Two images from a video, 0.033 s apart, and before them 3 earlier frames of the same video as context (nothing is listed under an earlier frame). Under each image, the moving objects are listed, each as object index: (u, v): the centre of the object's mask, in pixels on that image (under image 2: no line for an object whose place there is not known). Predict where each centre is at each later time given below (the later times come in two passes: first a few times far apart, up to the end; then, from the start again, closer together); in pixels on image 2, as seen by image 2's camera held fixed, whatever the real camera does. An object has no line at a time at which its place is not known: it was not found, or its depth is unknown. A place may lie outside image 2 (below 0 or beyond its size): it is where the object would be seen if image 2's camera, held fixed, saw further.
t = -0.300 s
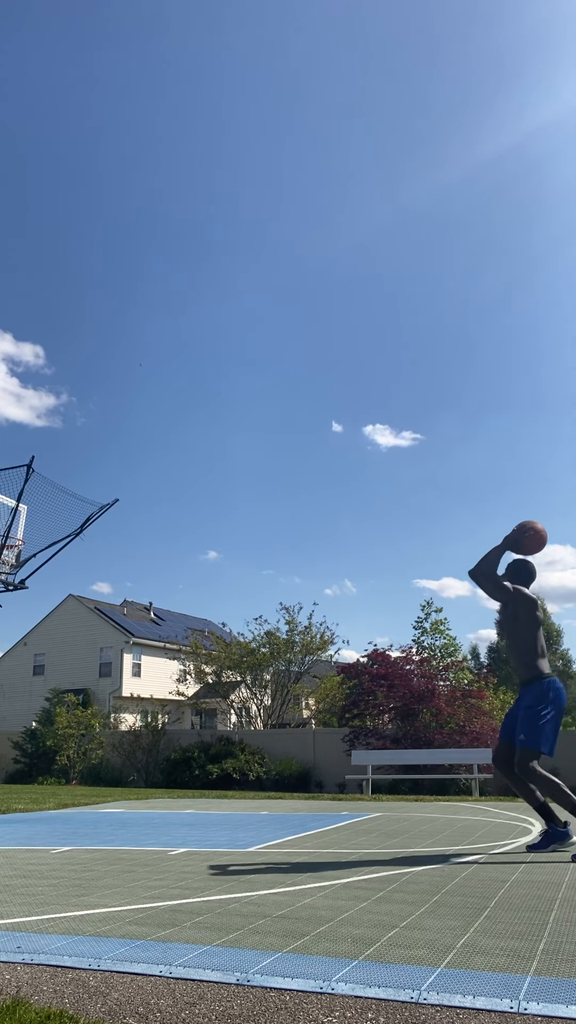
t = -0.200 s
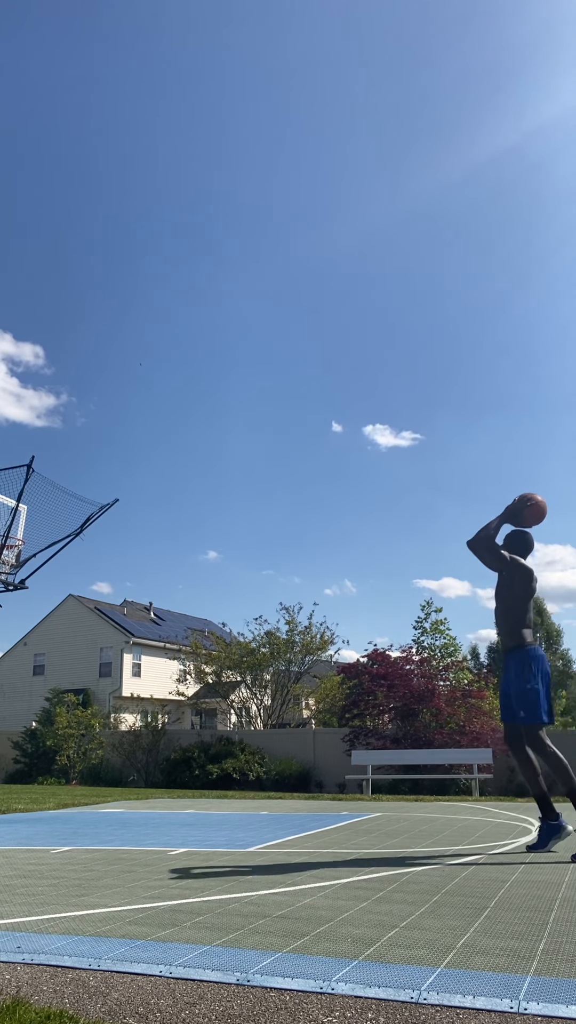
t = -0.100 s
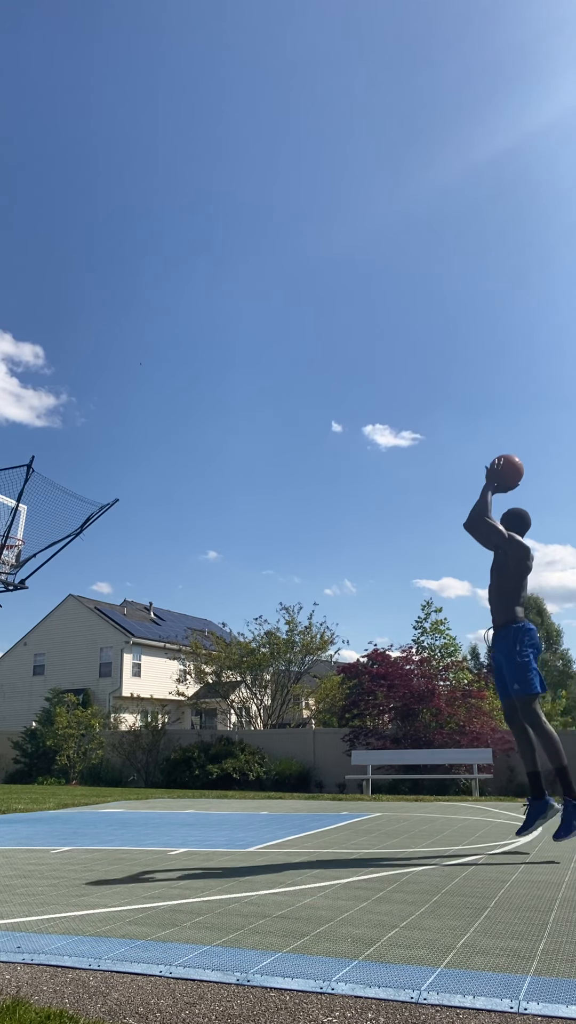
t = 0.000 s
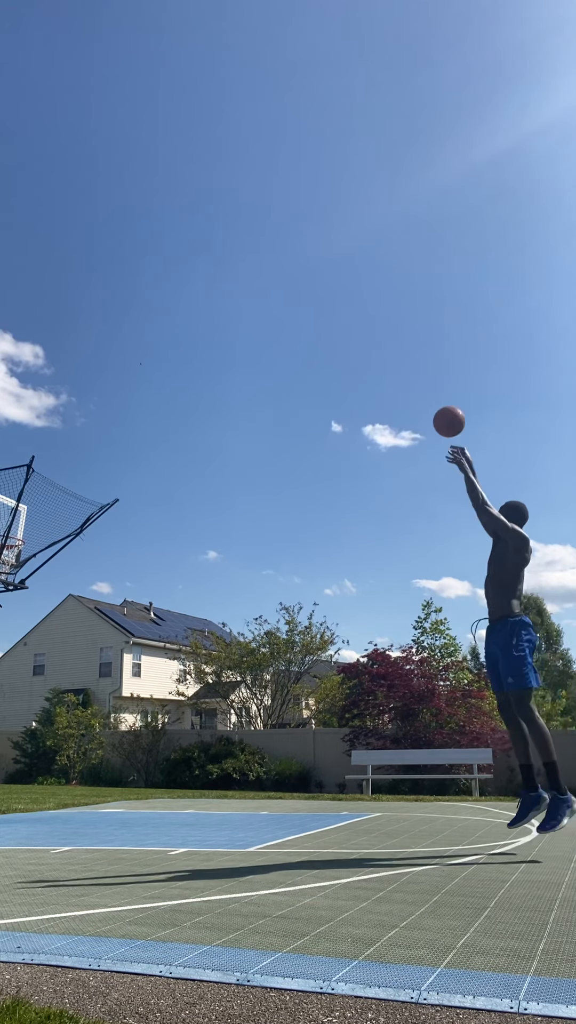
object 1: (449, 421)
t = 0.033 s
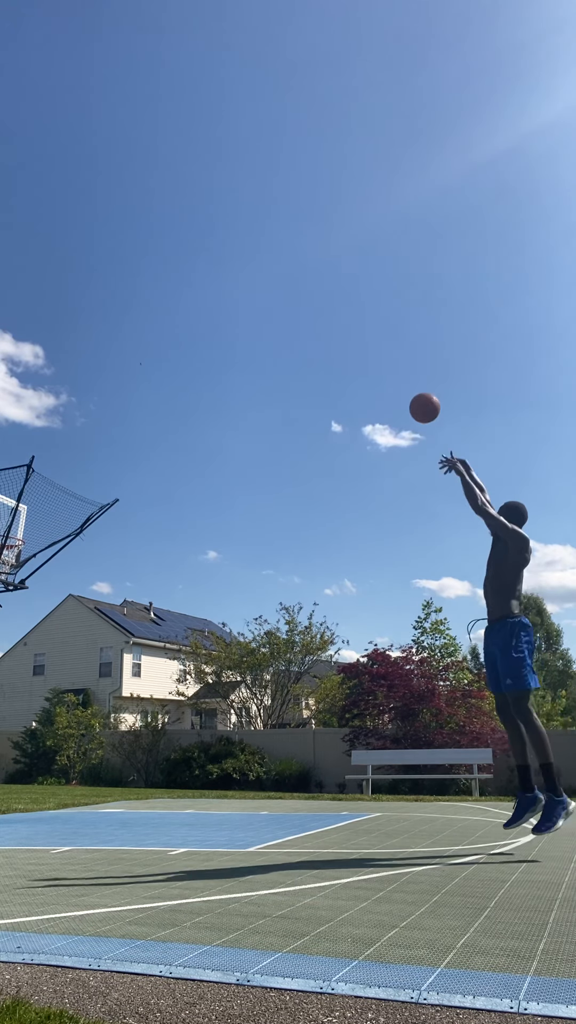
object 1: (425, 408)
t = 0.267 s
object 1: (287, 359)
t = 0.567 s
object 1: (160, 379)
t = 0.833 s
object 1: (69, 451)
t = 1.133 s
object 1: (8, 539)
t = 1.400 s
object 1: (5, 531)
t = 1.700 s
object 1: (14, 540)
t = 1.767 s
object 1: (11, 544)
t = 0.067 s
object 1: (402, 396)
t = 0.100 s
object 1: (380, 386)
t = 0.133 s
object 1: (360, 378)
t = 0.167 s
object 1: (340, 371)
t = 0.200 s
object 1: (322, 366)
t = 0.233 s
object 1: (304, 362)
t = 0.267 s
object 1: (287, 359)
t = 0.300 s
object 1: (271, 358)
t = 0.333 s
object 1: (255, 357)
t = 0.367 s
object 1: (240, 358)
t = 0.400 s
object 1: (226, 359)
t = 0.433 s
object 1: (212, 362)
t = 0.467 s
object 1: (198, 365)
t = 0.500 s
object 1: (185, 369)
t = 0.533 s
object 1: (172, 374)
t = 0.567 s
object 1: (160, 379)
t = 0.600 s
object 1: (148, 386)
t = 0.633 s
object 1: (136, 393)
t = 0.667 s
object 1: (124, 401)
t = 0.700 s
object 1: (113, 410)
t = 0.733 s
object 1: (102, 419)
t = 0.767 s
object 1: (90, 429)
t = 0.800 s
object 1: (79, 440)
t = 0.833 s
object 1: (69, 451)
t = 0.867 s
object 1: (58, 463)
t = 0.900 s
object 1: (48, 476)
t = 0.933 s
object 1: (37, 490)
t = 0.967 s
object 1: (27, 504)
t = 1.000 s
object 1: (17, 518)
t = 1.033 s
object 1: (8, 531)
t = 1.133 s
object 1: (8, 539)
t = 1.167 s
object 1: (14, 541)
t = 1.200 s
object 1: (10, 539)
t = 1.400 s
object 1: (5, 531)
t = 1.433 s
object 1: (8, 531)
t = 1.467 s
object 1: (10, 531)
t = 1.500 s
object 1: (12, 532)
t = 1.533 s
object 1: (16, 532)
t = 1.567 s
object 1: (17, 533)
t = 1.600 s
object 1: (17, 533)
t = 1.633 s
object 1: (17, 534)
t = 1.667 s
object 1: (16, 537)
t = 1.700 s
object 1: (14, 540)
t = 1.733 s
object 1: (12, 542)
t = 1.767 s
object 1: (11, 544)
